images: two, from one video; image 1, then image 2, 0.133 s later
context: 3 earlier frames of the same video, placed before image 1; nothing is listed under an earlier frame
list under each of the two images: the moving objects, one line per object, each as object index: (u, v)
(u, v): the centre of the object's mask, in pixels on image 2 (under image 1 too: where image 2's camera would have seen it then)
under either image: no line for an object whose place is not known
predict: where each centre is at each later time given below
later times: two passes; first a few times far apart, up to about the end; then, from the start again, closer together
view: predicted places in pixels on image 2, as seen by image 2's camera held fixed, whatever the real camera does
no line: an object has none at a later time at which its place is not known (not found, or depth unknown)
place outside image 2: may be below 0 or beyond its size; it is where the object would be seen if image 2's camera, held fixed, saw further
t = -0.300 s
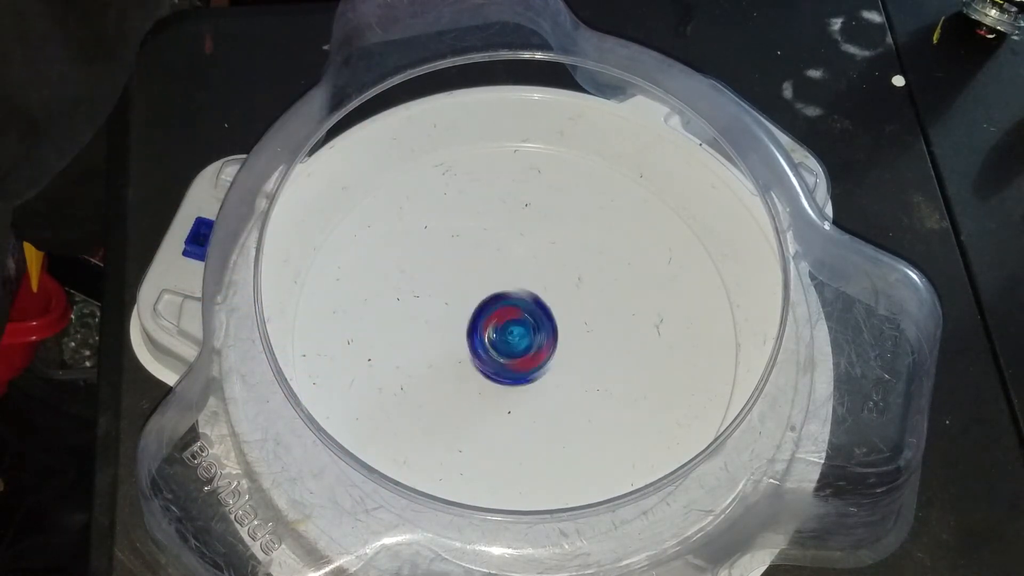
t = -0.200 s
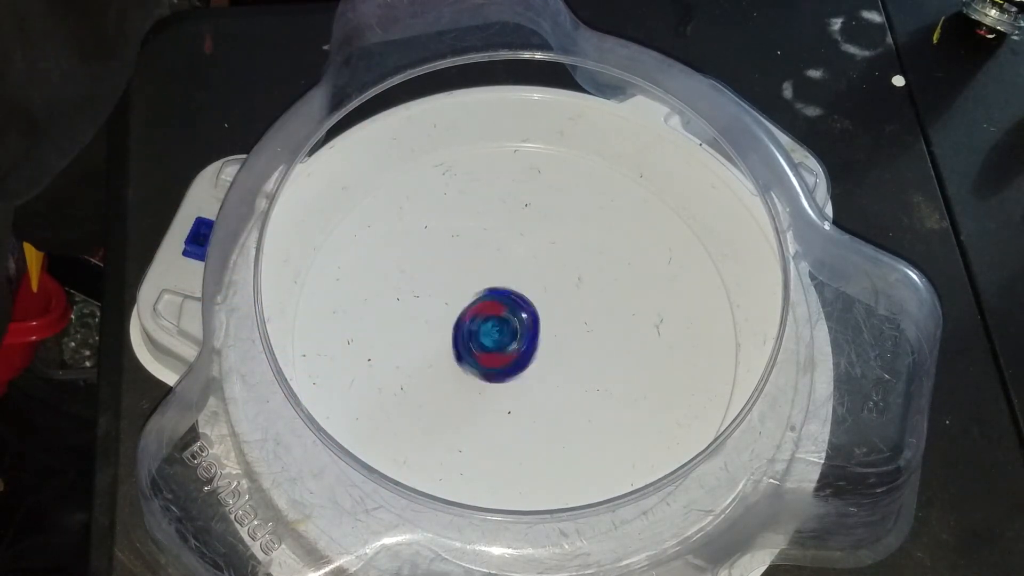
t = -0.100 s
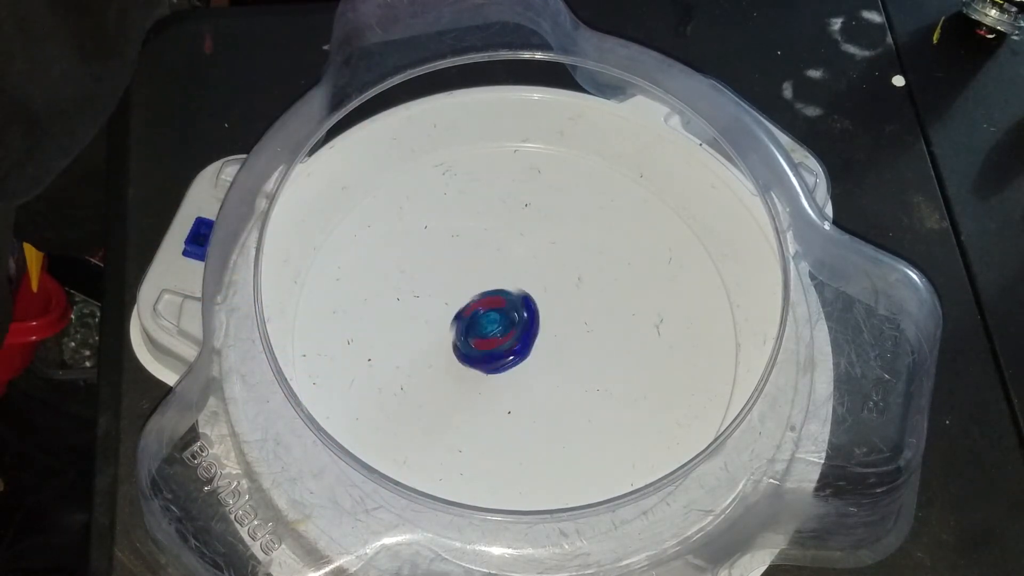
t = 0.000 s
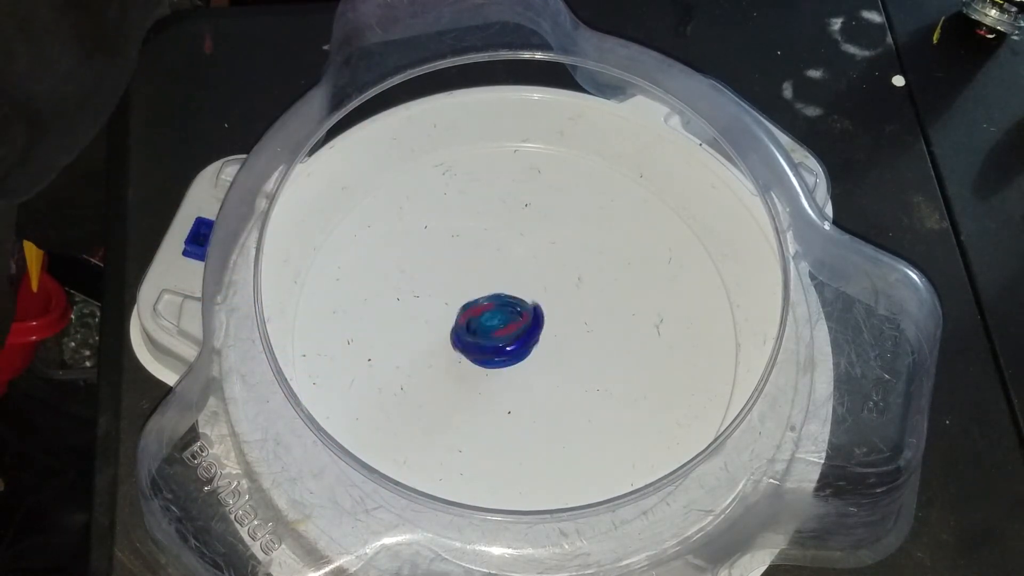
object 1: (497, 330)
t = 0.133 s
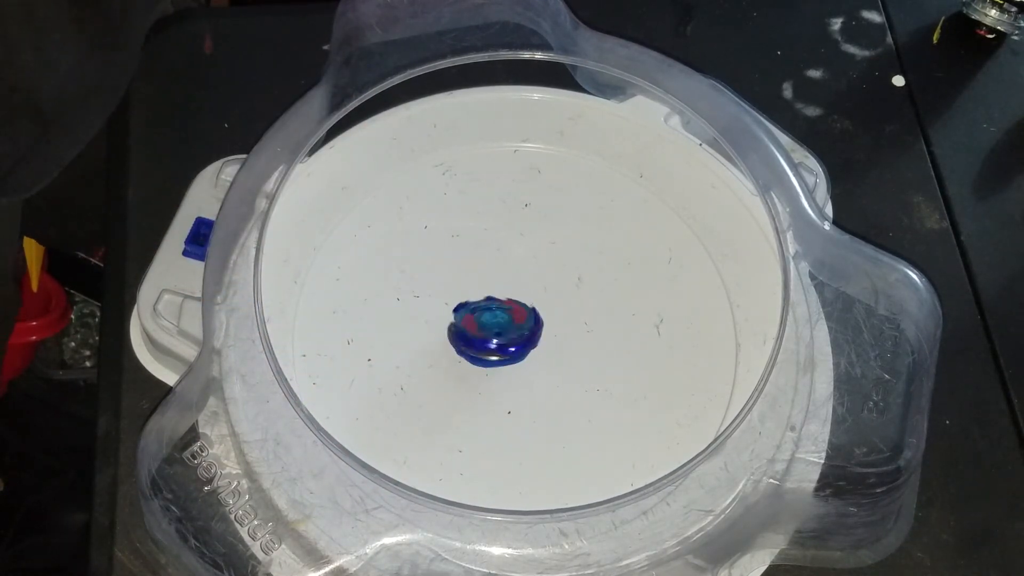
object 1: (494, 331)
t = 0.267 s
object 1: (483, 333)
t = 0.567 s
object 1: (472, 343)
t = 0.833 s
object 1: (472, 345)
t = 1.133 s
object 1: (474, 340)
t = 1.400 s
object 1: (474, 340)
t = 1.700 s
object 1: (474, 339)
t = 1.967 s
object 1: (475, 339)
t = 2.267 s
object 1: (474, 339)
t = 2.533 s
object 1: (474, 339)
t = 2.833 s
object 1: (474, 339)
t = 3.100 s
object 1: (474, 339)
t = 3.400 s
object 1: (474, 339)
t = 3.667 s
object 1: (475, 339)
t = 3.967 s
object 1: (474, 339)
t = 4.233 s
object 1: (474, 339)
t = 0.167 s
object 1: (492, 330)
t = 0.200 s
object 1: (488, 331)
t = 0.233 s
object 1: (485, 332)
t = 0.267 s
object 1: (483, 333)
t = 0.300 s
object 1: (481, 334)
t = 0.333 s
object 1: (479, 335)
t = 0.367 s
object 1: (477, 337)
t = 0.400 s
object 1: (476, 338)
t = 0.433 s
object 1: (475, 339)
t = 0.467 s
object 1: (474, 341)
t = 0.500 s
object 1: (473, 342)
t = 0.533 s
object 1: (473, 343)
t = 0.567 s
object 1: (472, 343)
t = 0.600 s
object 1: (472, 344)
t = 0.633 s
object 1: (472, 345)
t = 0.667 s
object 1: (472, 345)
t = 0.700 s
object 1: (472, 346)
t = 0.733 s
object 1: (472, 346)
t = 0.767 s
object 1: (472, 345)
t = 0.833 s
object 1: (472, 345)
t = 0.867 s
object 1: (472, 344)
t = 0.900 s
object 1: (472, 344)
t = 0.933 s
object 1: (472, 343)
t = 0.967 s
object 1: (473, 343)
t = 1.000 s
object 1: (473, 342)
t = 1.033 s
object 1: (473, 342)
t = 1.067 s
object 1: (473, 341)
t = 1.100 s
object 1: (474, 340)
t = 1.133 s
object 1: (474, 340)
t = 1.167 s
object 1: (475, 339)
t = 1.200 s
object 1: (475, 338)
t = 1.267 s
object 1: (475, 339)
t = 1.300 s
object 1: (475, 339)
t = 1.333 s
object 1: (475, 339)
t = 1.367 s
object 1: (474, 340)
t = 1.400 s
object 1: (474, 340)
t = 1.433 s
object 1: (474, 340)
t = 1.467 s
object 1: (474, 340)
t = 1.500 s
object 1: (475, 339)
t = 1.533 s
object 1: (475, 339)
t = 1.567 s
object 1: (475, 339)
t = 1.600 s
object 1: (475, 339)
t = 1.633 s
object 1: (475, 339)
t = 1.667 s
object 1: (475, 339)
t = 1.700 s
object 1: (474, 339)
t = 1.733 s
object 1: (474, 339)
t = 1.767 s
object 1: (474, 339)
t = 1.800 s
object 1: (475, 339)
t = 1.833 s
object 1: (475, 339)
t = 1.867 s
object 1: (475, 339)
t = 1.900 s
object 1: (474, 339)
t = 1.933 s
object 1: (474, 339)
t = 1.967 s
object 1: (475, 339)
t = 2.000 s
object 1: (475, 339)
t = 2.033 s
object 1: (475, 339)
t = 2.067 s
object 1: (474, 339)
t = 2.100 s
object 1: (474, 339)
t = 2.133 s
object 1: (474, 339)
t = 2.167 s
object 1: (474, 339)
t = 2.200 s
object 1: (474, 339)
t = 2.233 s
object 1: (474, 339)
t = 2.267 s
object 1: (474, 339)
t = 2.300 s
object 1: (474, 339)
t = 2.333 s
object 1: (474, 339)
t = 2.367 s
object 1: (474, 339)
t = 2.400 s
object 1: (474, 339)
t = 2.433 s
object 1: (474, 339)
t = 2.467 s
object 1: (474, 339)
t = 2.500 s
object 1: (475, 339)
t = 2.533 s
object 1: (474, 339)
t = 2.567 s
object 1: (474, 339)
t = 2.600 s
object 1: (474, 339)
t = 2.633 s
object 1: (474, 339)
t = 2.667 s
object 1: (474, 339)
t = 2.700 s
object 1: (474, 339)
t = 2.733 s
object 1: (474, 339)
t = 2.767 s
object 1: (474, 339)
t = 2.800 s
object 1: (474, 339)
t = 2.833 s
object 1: (474, 339)
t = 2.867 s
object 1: (474, 339)
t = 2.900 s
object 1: (474, 339)
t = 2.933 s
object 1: (474, 339)
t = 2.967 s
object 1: (474, 339)
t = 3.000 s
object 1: (474, 339)
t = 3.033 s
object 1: (474, 339)
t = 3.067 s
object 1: (474, 339)
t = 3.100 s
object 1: (474, 339)
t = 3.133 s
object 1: (474, 339)
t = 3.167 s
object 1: (474, 339)
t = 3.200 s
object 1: (474, 339)
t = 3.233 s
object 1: (474, 339)
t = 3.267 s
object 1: (474, 339)
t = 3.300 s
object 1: (474, 339)
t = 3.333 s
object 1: (474, 339)
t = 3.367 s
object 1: (474, 339)
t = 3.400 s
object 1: (474, 339)
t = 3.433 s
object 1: (474, 339)
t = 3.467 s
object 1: (474, 339)
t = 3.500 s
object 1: (474, 339)
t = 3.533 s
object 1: (474, 339)
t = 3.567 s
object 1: (474, 339)
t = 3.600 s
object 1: (474, 339)
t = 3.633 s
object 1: (475, 339)
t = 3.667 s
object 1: (475, 339)
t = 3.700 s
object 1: (474, 339)
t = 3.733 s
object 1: (474, 339)
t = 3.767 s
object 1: (475, 339)
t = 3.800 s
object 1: (475, 339)
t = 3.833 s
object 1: (475, 339)
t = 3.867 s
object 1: (475, 339)
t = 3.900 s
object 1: (474, 339)
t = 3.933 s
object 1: (474, 339)
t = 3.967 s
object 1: (474, 339)
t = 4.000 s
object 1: (474, 339)
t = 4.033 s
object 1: (474, 339)
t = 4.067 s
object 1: (474, 339)
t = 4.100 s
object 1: (474, 339)
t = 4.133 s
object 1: (474, 339)
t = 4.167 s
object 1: (474, 339)
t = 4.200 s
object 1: (474, 339)
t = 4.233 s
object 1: (474, 339)
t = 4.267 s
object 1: (475, 339)
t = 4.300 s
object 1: (474, 339)
